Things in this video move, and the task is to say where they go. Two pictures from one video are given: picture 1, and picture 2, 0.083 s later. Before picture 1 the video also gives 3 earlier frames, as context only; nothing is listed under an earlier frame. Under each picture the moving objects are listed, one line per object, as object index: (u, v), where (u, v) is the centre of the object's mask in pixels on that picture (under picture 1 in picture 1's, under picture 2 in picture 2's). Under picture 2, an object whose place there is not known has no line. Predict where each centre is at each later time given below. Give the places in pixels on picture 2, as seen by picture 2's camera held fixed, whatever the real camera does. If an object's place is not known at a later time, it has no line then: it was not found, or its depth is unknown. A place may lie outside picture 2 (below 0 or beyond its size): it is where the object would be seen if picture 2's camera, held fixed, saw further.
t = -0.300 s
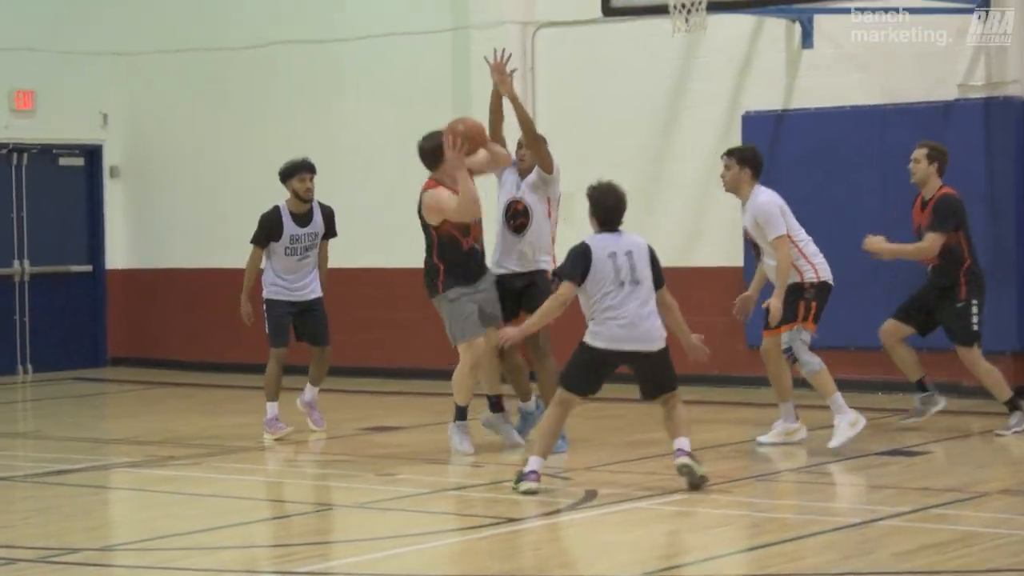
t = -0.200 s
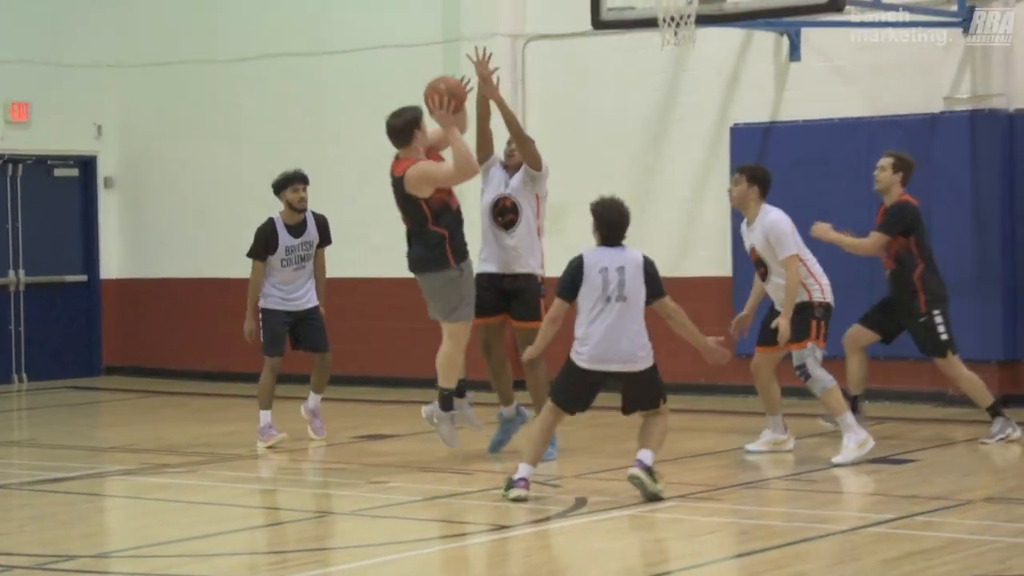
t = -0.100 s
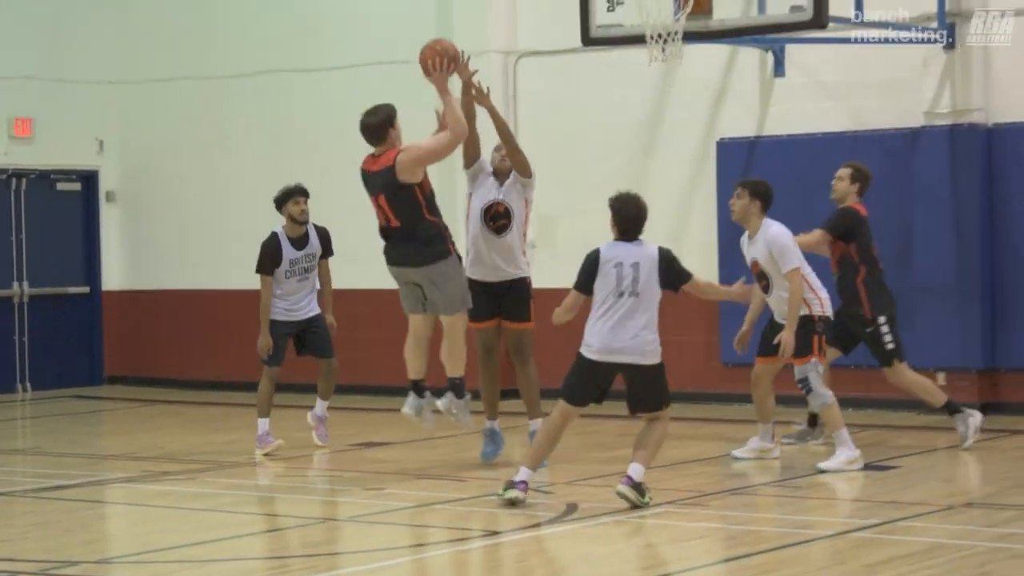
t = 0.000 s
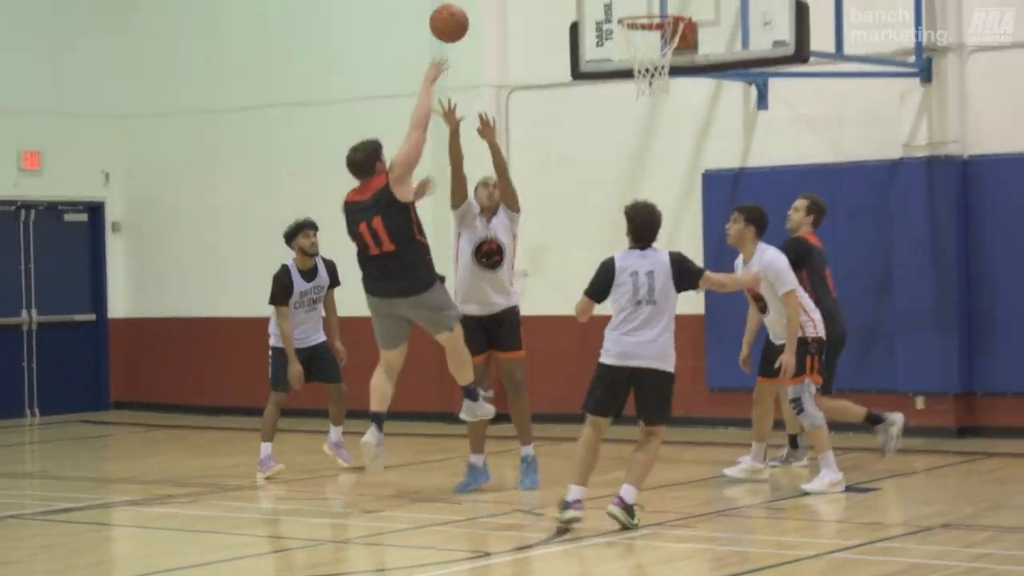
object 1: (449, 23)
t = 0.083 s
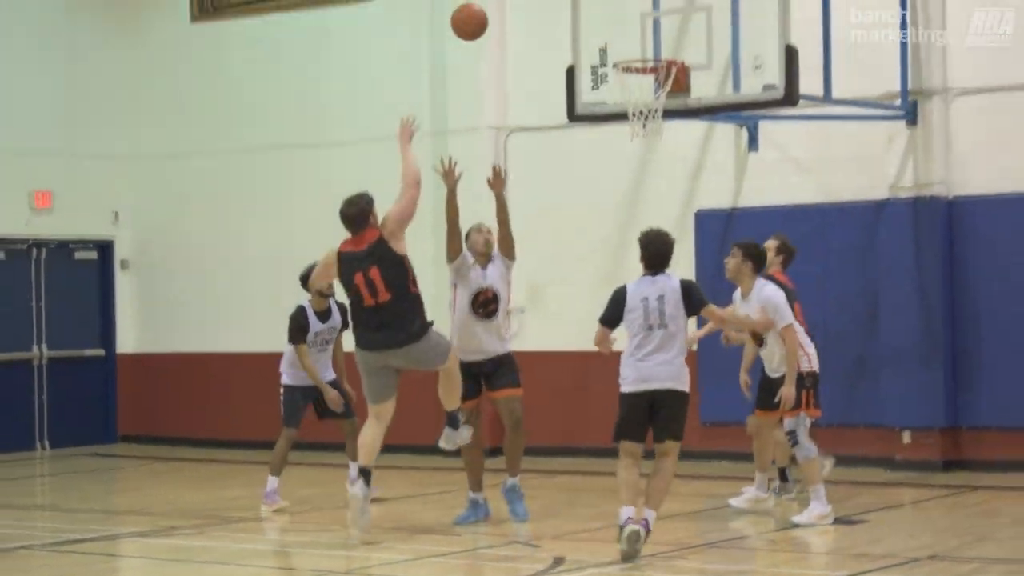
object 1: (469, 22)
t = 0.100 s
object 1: (473, 14)
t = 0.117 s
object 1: (477, 6)
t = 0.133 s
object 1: (481, -1)
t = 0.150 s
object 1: (485, -7)
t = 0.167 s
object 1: (490, -12)
